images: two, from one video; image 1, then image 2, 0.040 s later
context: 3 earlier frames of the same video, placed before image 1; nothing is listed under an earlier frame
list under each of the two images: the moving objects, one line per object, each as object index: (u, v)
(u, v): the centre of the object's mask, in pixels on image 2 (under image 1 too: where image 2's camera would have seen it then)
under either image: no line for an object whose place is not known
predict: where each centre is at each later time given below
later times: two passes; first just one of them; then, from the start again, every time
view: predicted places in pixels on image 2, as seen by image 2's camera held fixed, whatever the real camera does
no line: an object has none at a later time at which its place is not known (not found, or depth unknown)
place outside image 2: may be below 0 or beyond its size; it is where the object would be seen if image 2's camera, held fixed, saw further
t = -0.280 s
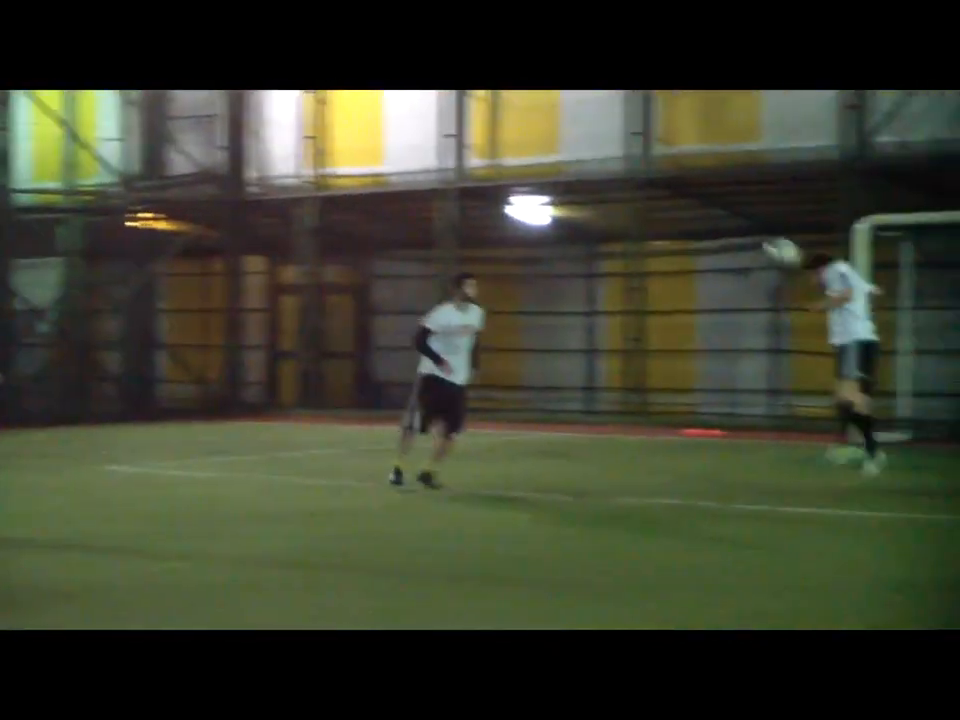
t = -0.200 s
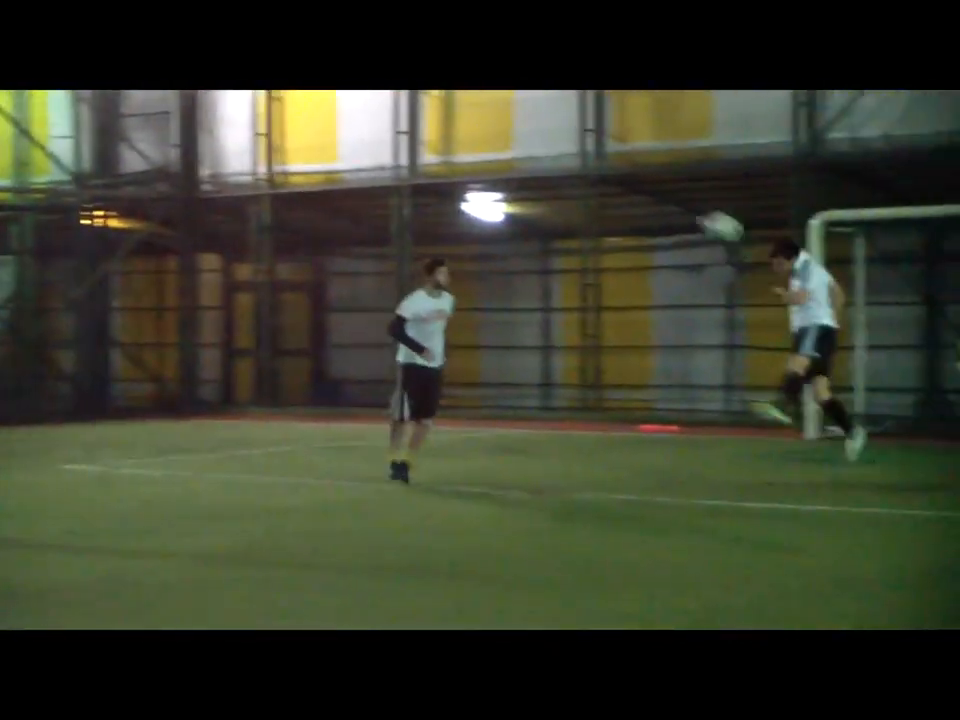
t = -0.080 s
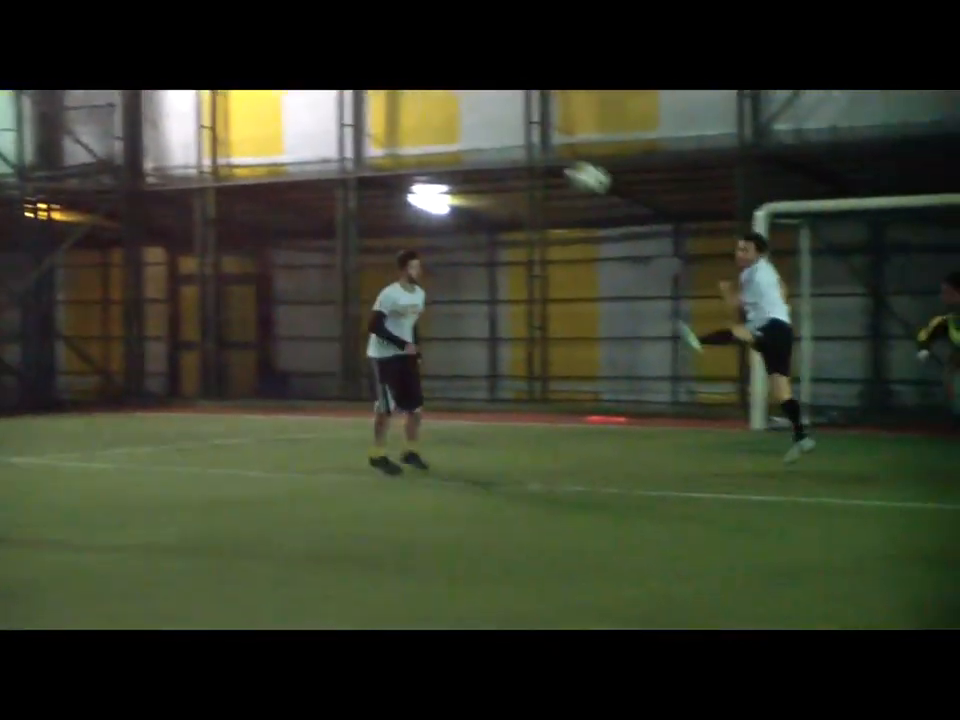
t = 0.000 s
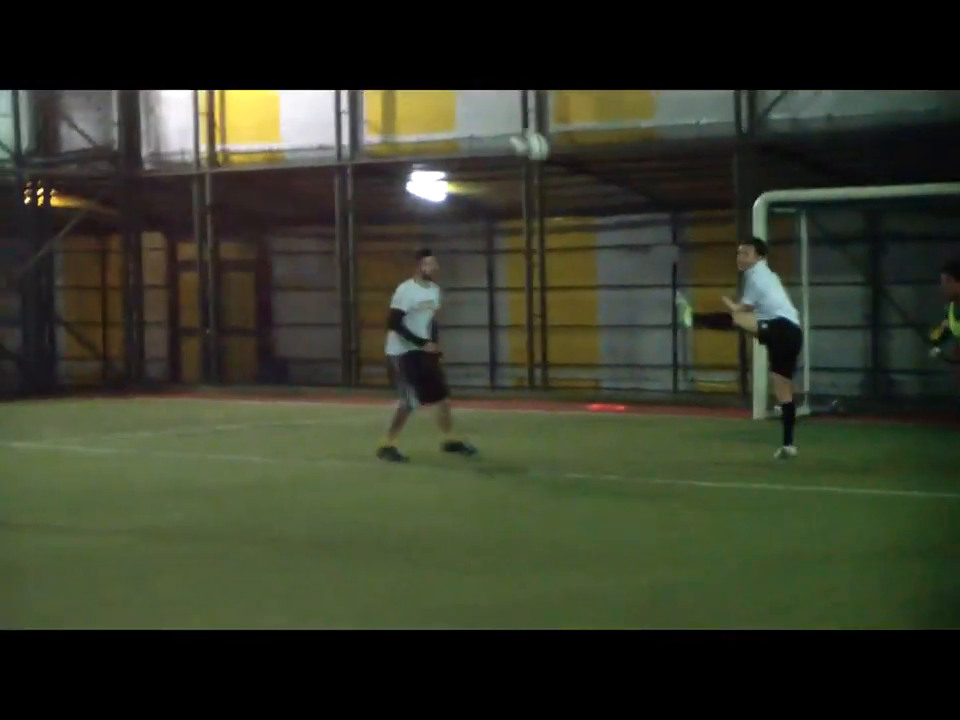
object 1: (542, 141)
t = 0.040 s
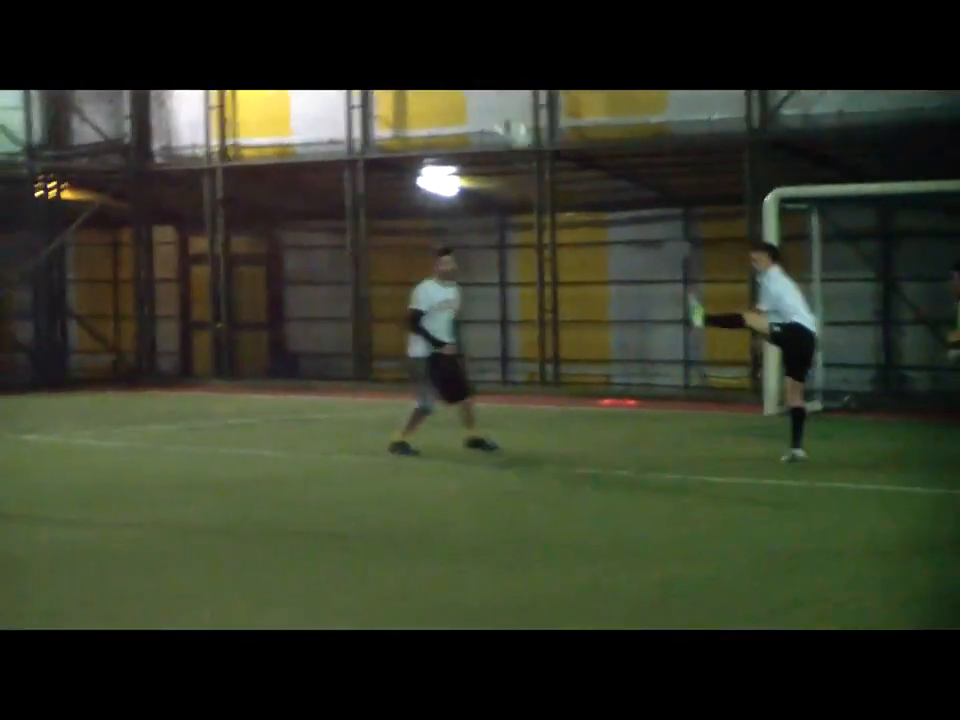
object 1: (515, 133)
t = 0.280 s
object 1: (337, 146)
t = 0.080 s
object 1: (485, 130)
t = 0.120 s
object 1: (454, 126)
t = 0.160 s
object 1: (423, 130)
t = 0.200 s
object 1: (392, 136)
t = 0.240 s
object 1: (367, 141)
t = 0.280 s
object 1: (337, 146)
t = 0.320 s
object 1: (306, 152)
